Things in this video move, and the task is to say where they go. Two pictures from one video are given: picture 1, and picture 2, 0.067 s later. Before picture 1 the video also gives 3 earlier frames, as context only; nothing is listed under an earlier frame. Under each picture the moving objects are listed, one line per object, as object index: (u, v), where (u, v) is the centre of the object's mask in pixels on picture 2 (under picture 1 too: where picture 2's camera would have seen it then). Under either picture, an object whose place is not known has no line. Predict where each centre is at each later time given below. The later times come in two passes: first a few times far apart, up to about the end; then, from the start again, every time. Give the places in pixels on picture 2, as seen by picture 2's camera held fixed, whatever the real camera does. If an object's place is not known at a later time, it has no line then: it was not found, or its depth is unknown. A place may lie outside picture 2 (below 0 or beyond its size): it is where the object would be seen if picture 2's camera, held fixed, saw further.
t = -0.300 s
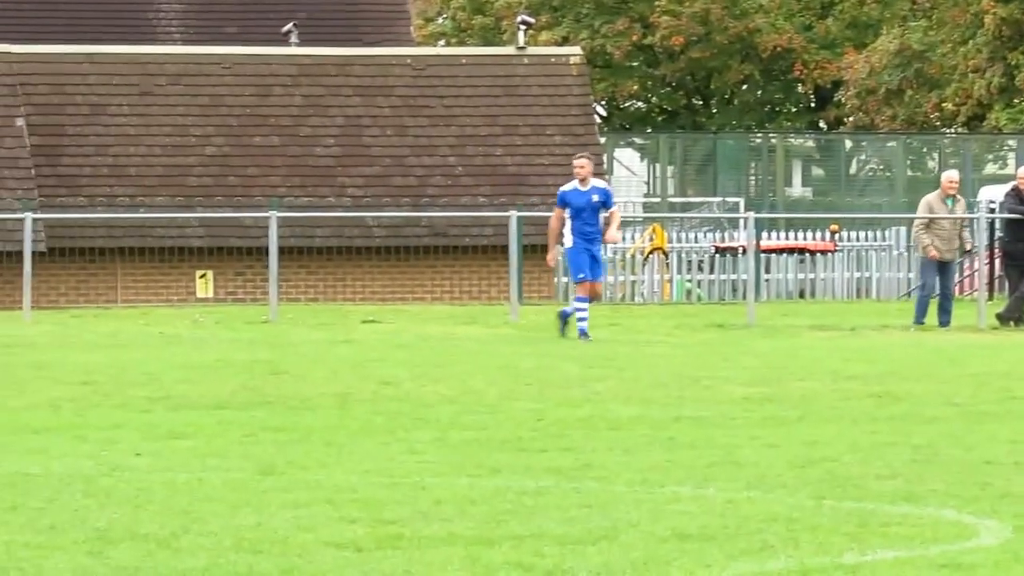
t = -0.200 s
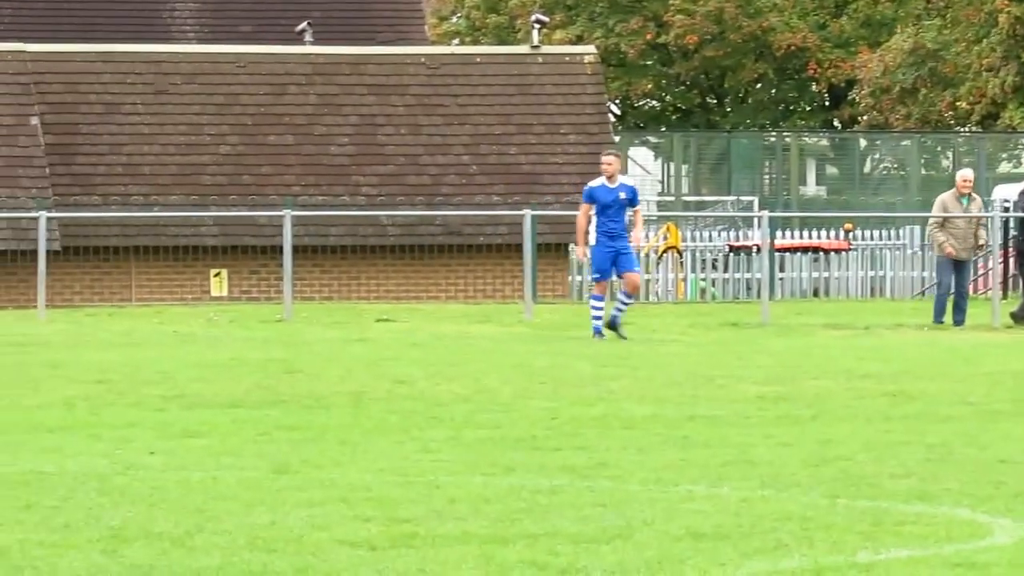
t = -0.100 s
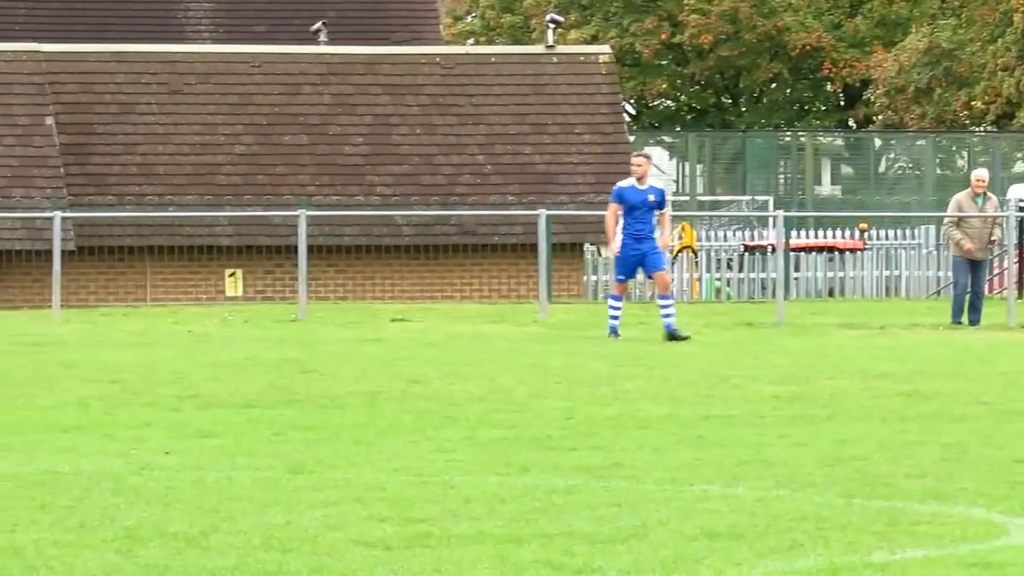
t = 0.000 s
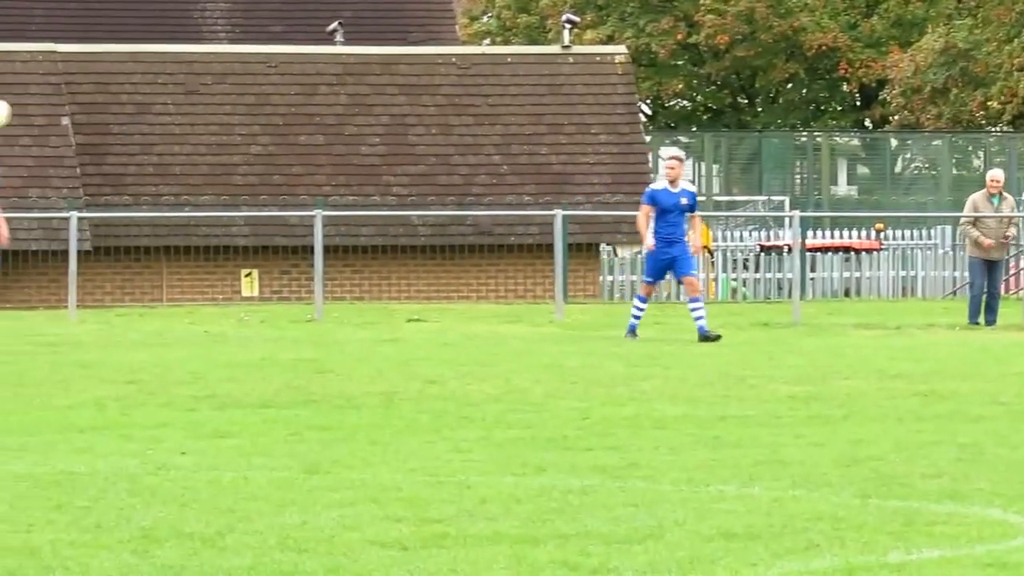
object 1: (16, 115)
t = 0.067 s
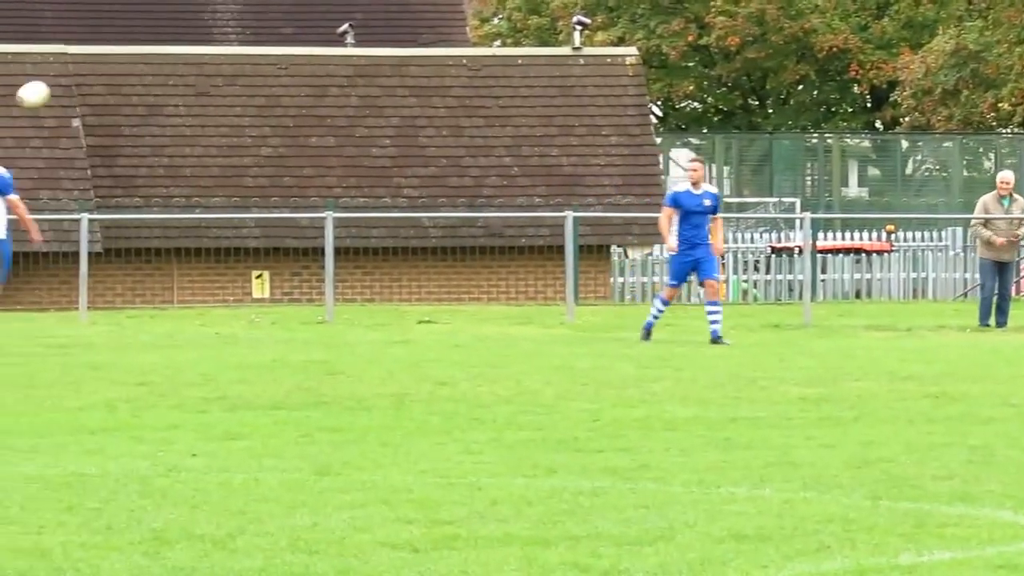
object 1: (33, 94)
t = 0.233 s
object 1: (102, 61)
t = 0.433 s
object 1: (182, 64)
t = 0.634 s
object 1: (261, 109)
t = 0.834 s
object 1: (338, 196)
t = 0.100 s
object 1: (47, 86)
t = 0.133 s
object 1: (61, 77)
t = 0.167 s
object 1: (74, 71)
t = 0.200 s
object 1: (88, 66)
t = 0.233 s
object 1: (102, 61)
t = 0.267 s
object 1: (115, 59)
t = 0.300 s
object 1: (128, 58)
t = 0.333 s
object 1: (142, 58)
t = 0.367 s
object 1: (155, 59)
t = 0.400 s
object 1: (169, 60)
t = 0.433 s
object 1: (182, 64)
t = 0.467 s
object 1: (195, 68)
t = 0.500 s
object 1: (208, 74)
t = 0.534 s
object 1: (221, 80)
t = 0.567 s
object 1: (234, 89)
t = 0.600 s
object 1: (248, 98)
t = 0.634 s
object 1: (261, 109)
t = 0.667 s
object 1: (274, 121)
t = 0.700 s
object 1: (287, 134)
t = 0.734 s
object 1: (300, 148)
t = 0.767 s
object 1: (312, 163)
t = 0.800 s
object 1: (325, 179)
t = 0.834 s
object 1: (338, 196)
